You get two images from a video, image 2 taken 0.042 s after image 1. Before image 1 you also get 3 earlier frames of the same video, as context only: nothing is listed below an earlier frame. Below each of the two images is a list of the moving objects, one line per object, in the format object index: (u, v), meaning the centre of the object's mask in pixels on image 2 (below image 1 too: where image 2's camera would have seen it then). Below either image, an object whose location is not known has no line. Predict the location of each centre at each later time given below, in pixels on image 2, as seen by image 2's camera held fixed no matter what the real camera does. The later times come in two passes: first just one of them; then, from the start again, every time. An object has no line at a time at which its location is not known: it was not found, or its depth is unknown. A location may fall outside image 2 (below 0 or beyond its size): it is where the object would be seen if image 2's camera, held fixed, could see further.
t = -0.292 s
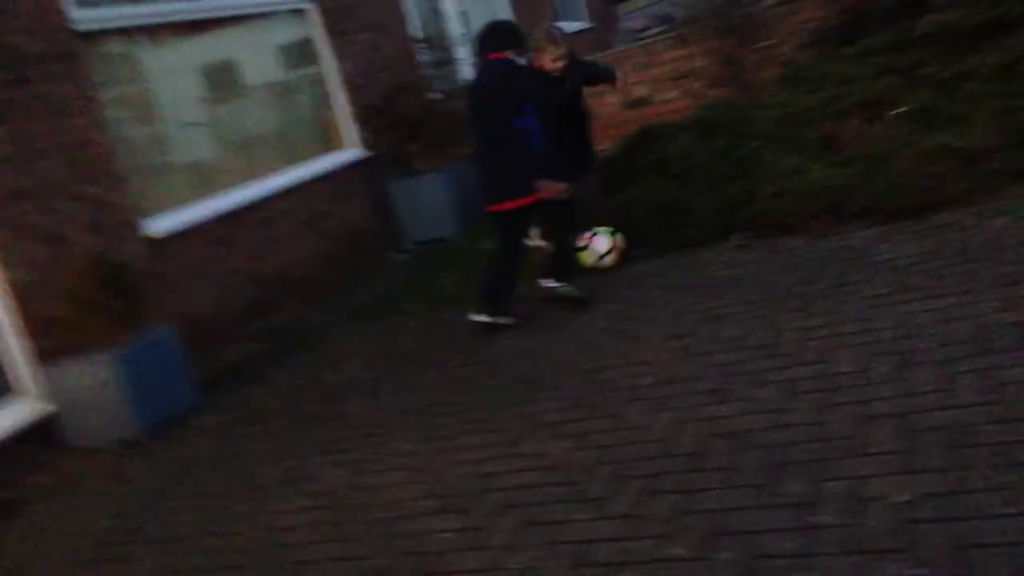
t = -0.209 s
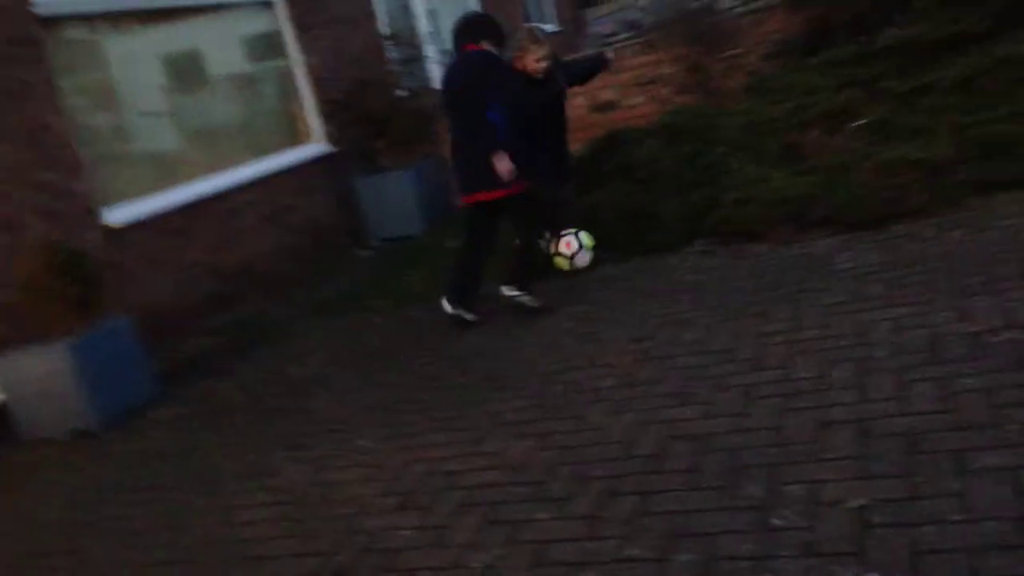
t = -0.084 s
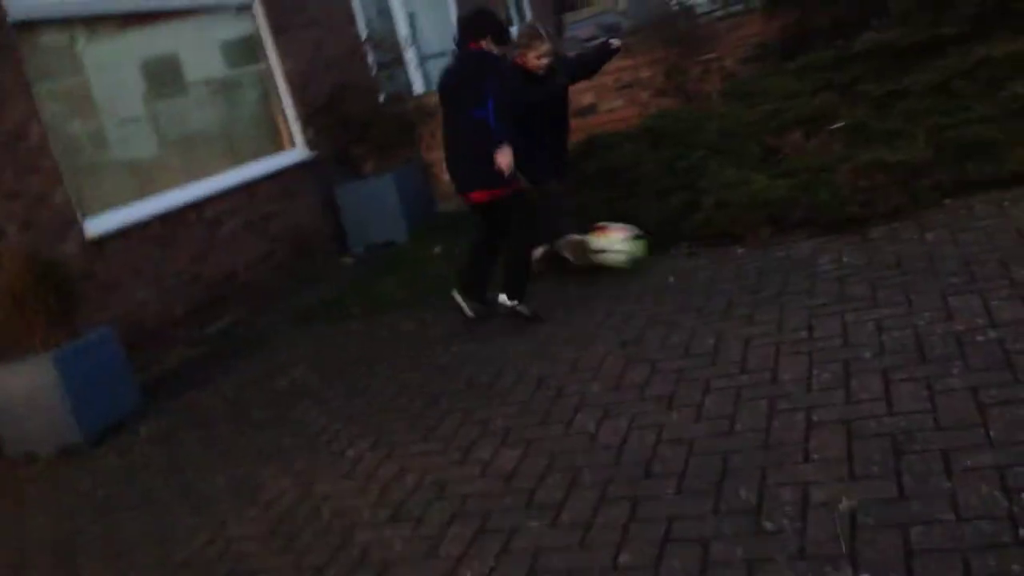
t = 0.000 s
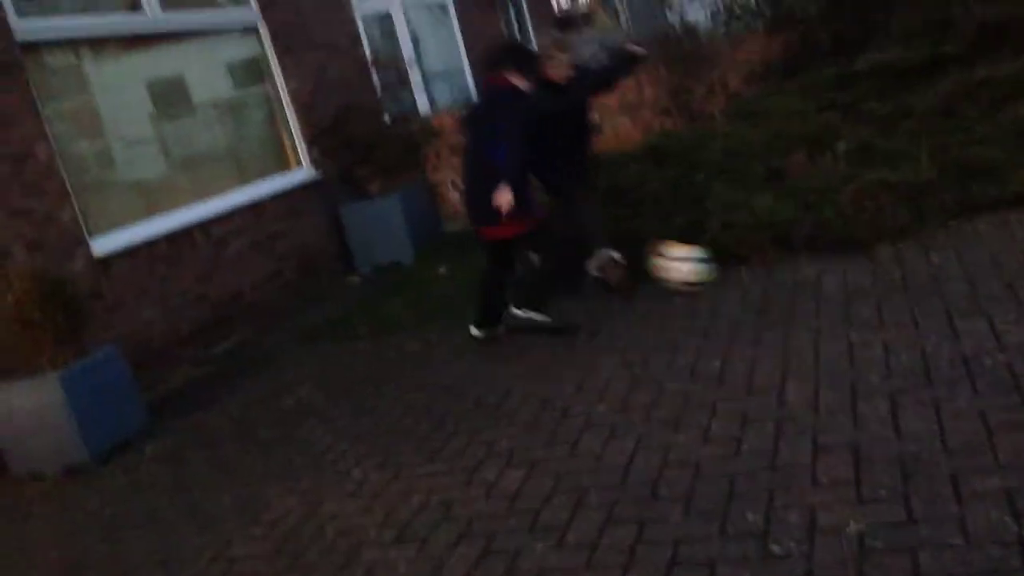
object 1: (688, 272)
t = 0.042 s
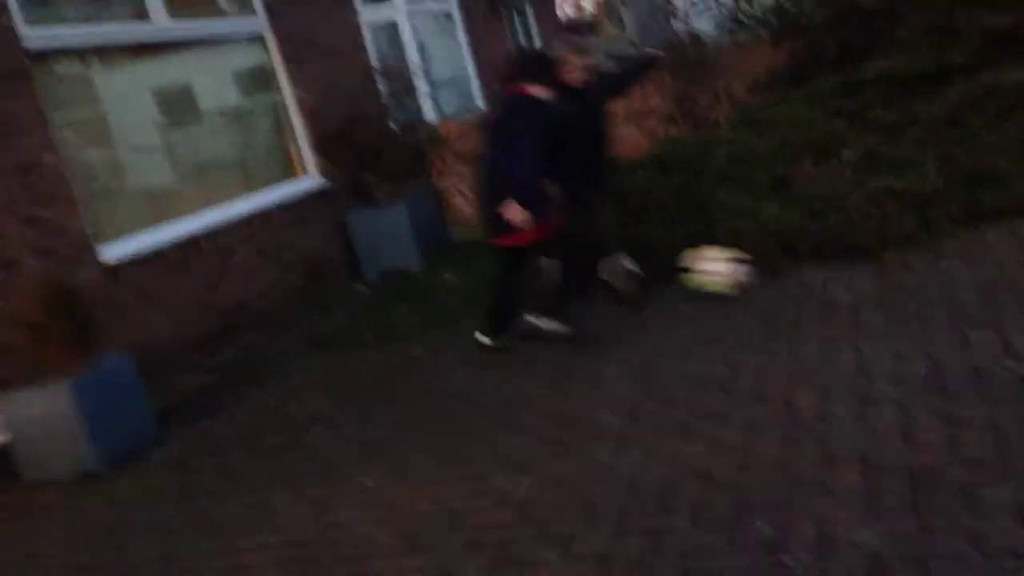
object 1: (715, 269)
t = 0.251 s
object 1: (864, 263)
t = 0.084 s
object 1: (745, 266)
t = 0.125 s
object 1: (777, 267)
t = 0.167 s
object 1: (805, 266)
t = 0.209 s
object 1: (836, 264)
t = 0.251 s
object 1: (864, 263)
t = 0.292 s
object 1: (890, 259)
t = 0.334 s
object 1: (915, 258)
